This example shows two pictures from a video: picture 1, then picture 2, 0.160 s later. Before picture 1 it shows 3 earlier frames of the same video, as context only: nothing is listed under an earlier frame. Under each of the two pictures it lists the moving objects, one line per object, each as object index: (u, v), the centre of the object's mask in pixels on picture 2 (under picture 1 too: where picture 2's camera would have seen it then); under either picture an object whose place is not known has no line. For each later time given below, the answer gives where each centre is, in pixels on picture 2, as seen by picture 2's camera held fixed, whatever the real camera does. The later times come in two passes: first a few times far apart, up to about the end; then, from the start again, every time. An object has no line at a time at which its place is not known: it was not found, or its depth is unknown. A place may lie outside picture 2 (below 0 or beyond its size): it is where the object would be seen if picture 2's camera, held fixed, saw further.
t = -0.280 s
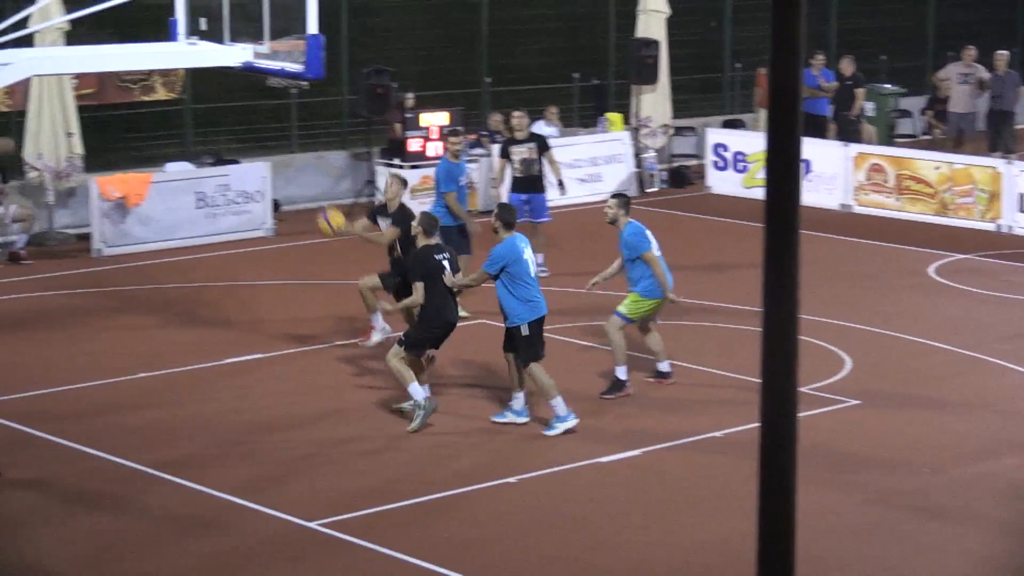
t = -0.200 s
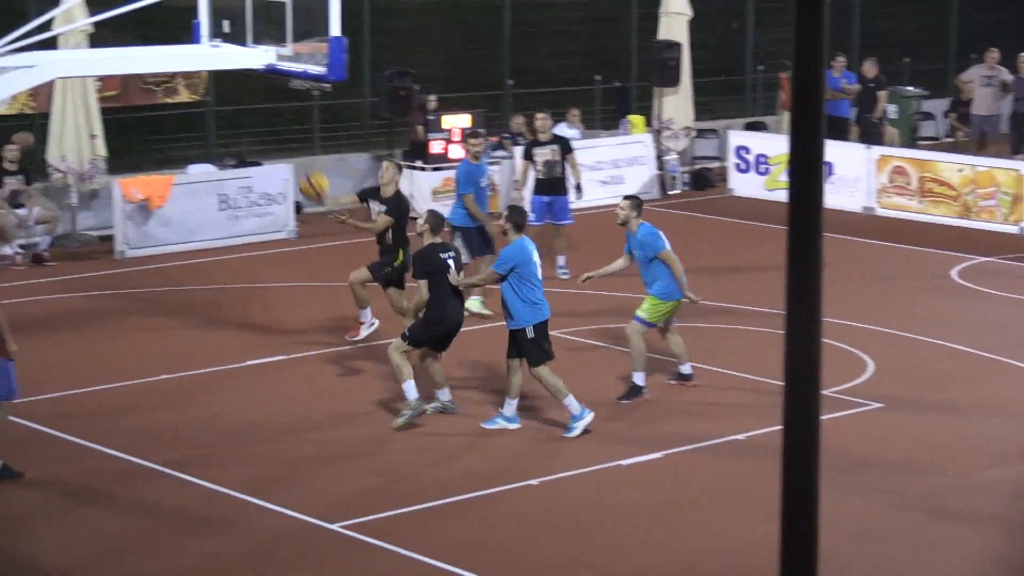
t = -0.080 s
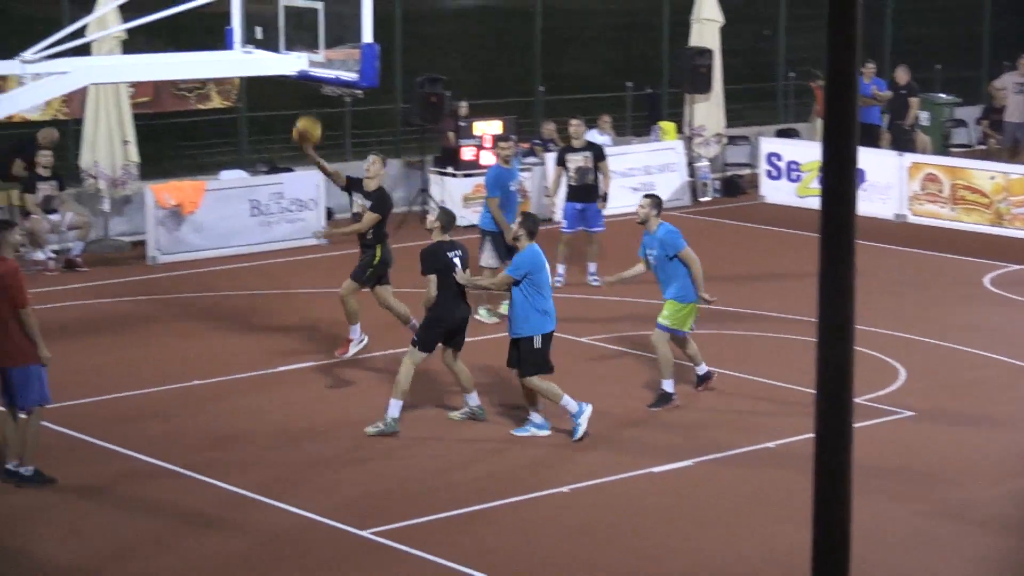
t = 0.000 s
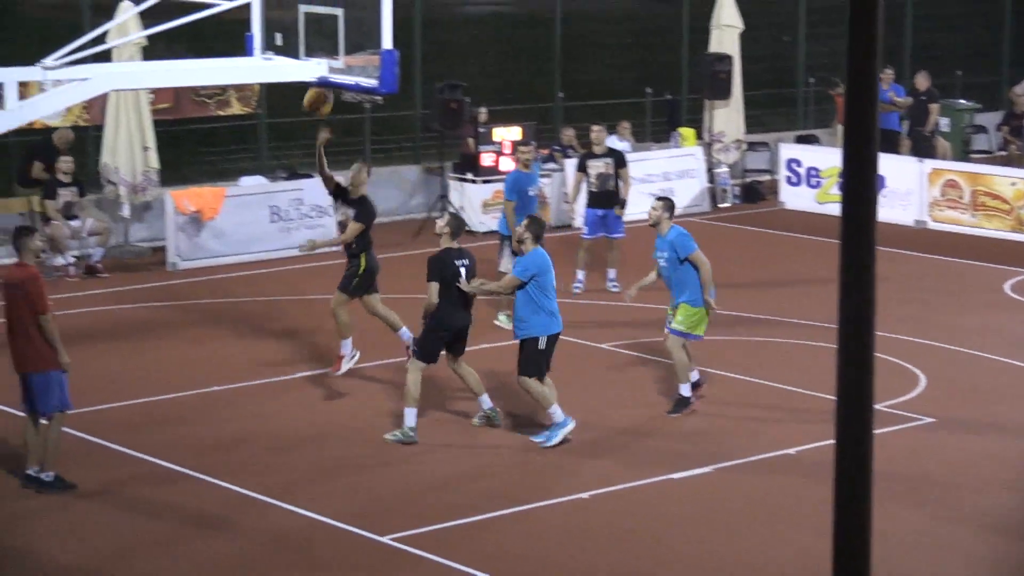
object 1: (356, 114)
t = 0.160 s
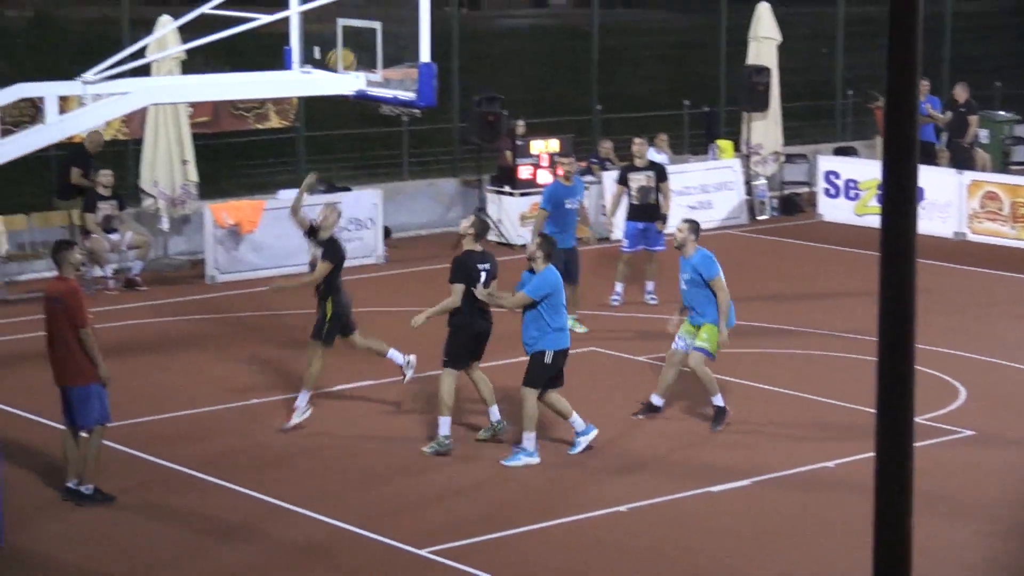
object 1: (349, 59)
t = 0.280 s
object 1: (359, 40)
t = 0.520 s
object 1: (409, 50)
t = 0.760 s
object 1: (414, 52)
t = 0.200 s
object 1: (348, 53)
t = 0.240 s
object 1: (352, 45)
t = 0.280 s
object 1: (359, 40)
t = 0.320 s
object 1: (364, 38)
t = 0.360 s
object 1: (368, 38)
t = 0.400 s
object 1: (383, 38)
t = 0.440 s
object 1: (394, 41)
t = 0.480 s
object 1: (400, 46)
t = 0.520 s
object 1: (409, 50)
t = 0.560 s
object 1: (410, 51)
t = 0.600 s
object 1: (410, 50)
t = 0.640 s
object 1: (412, 51)
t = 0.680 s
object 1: (412, 51)
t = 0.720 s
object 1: (413, 51)
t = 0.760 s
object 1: (414, 52)
